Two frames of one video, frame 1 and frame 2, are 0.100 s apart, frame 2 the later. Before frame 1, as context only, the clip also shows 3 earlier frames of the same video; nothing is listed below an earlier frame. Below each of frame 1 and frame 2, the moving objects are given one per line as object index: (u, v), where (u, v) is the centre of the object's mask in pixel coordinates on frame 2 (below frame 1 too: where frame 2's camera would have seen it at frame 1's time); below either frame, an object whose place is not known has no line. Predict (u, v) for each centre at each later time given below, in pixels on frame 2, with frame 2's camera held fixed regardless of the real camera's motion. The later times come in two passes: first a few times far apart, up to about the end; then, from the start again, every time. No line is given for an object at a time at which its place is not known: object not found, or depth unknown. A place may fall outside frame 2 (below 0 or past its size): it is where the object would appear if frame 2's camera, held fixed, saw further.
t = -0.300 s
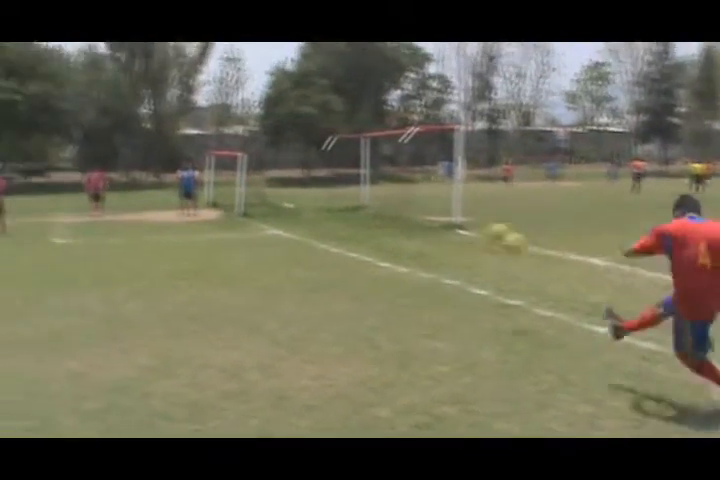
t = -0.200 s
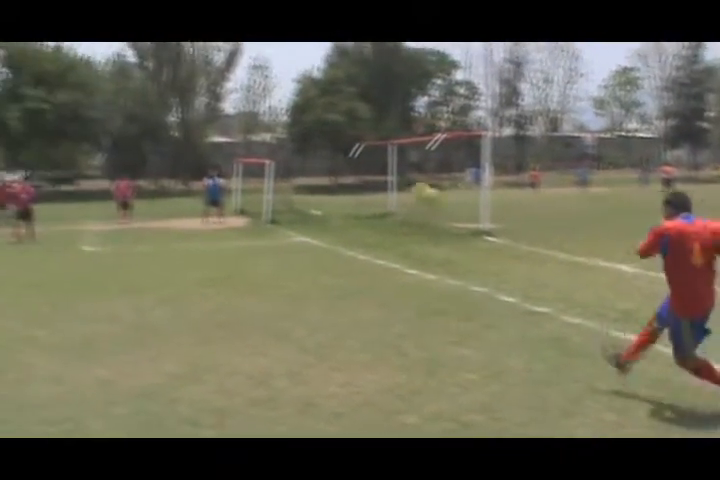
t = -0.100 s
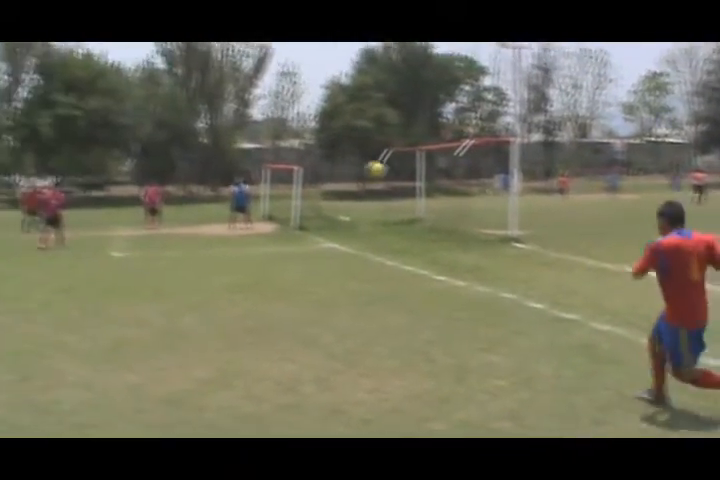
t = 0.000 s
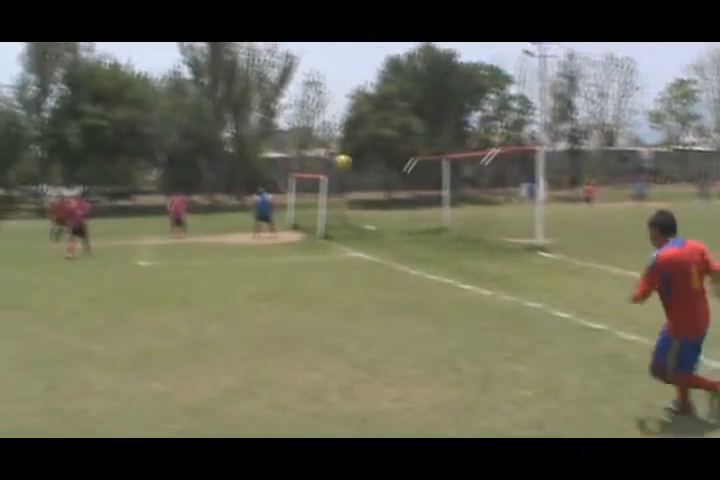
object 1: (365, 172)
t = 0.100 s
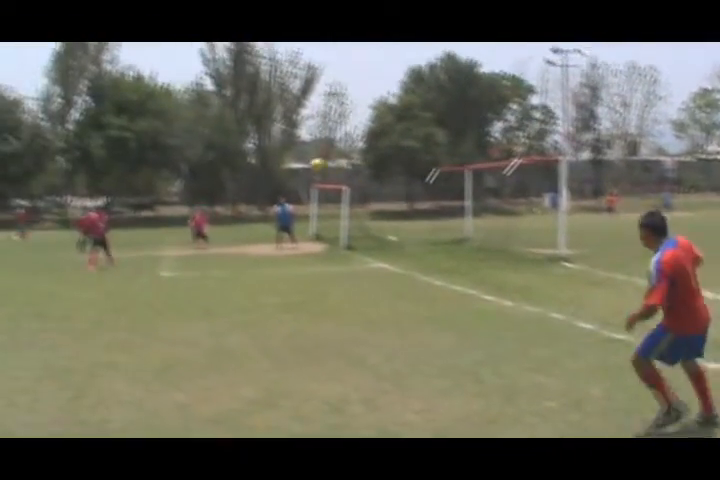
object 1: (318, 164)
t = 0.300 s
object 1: (245, 165)
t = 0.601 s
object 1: (169, 190)
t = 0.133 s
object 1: (303, 163)
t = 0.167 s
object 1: (289, 163)
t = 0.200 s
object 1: (277, 161)
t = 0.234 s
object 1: (266, 163)
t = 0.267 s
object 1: (255, 164)
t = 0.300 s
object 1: (245, 165)
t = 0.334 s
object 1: (235, 167)
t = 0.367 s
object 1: (225, 169)
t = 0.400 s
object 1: (216, 171)
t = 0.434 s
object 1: (208, 174)
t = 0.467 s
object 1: (199, 177)
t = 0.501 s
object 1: (191, 181)
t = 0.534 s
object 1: (183, 183)
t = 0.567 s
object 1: (175, 187)
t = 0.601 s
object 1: (169, 190)
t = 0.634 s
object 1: (162, 195)
